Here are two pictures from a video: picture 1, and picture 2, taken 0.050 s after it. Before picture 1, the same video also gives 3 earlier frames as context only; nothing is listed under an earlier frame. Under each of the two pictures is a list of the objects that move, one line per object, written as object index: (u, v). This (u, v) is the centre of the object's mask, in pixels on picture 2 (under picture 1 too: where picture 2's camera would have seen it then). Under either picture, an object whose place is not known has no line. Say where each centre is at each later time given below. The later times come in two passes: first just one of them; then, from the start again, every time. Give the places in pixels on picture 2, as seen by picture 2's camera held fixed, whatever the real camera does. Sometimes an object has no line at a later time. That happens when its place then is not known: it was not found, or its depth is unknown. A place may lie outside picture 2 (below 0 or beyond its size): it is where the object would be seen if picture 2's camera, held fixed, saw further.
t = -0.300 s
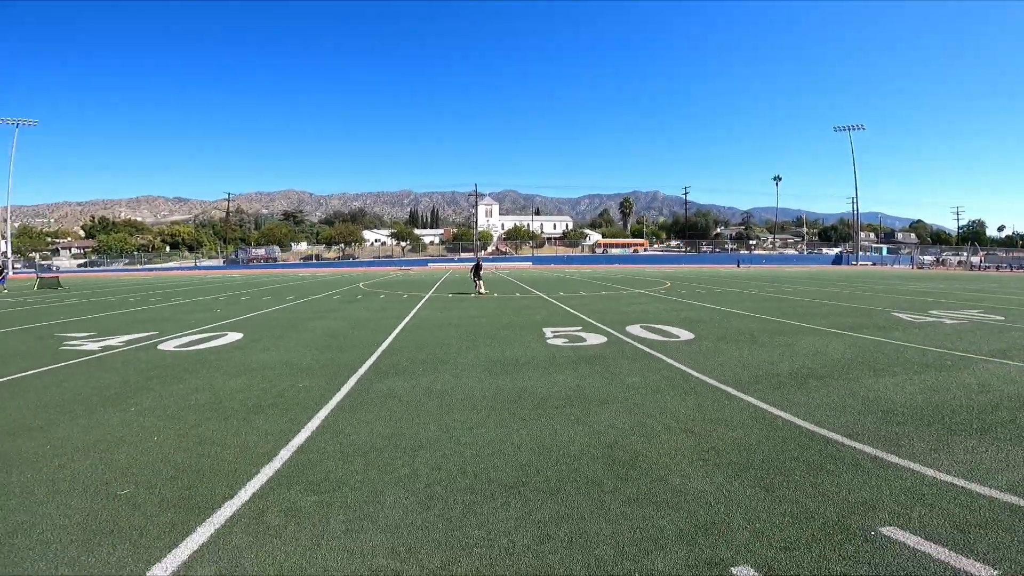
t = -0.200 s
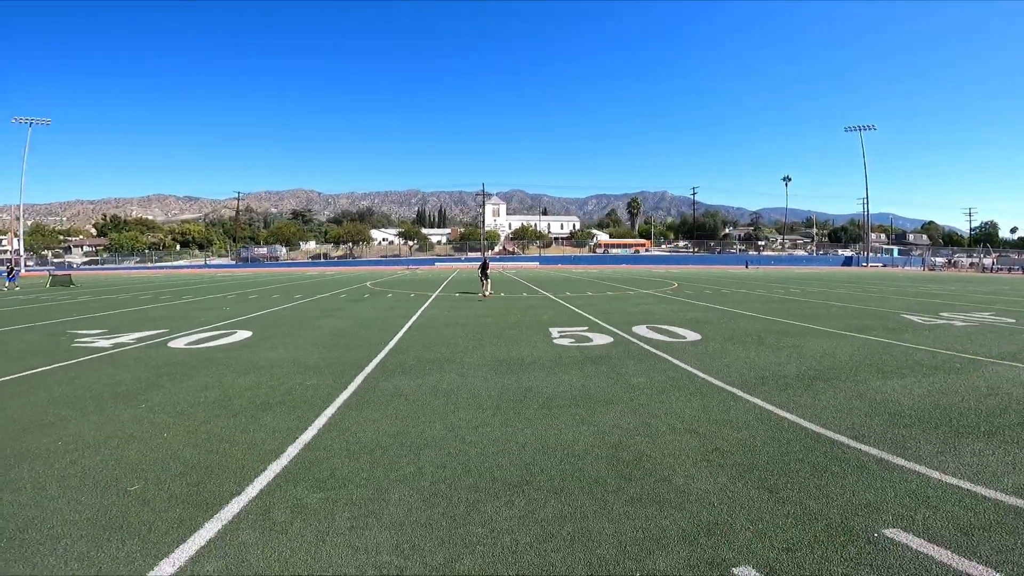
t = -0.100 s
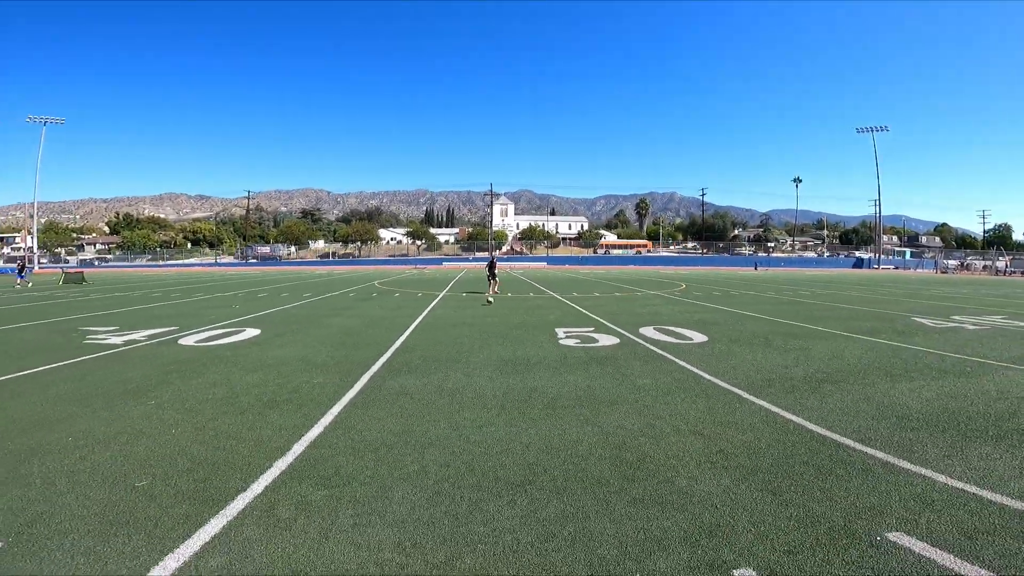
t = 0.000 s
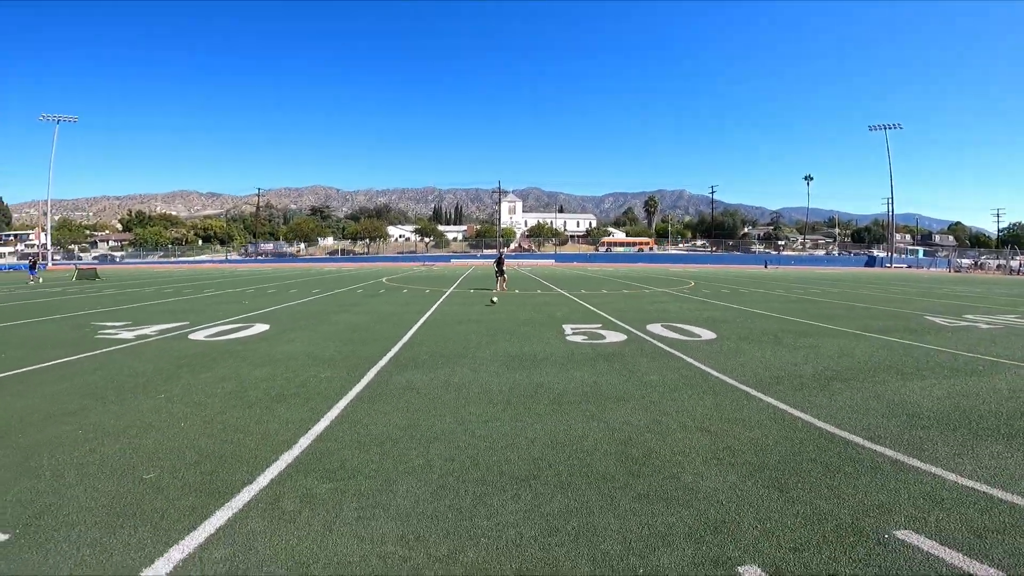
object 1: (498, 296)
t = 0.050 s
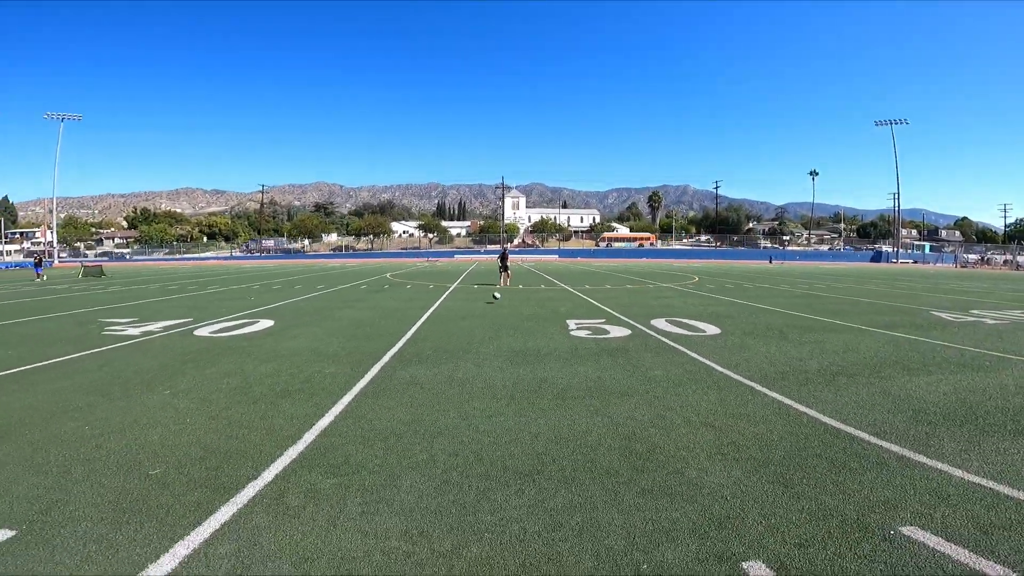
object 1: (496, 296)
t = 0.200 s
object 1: (489, 302)
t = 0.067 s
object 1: (495, 296)
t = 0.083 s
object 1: (495, 296)
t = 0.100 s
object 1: (494, 297)
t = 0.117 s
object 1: (494, 297)
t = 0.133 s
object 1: (493, 298)
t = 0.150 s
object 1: (492, 299)
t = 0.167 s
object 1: (491, 300)
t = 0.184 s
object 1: (490, 301)
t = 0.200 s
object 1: (489, 302)
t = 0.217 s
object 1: (489, 303)
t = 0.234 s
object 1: (487, 305)
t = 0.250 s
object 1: (487, 306)
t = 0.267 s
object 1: (486, 308)
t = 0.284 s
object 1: (484, 309)
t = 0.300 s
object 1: (484, 309)
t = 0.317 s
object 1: (483, 309)
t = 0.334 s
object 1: (482, 309)
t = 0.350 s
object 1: (481, 309)
